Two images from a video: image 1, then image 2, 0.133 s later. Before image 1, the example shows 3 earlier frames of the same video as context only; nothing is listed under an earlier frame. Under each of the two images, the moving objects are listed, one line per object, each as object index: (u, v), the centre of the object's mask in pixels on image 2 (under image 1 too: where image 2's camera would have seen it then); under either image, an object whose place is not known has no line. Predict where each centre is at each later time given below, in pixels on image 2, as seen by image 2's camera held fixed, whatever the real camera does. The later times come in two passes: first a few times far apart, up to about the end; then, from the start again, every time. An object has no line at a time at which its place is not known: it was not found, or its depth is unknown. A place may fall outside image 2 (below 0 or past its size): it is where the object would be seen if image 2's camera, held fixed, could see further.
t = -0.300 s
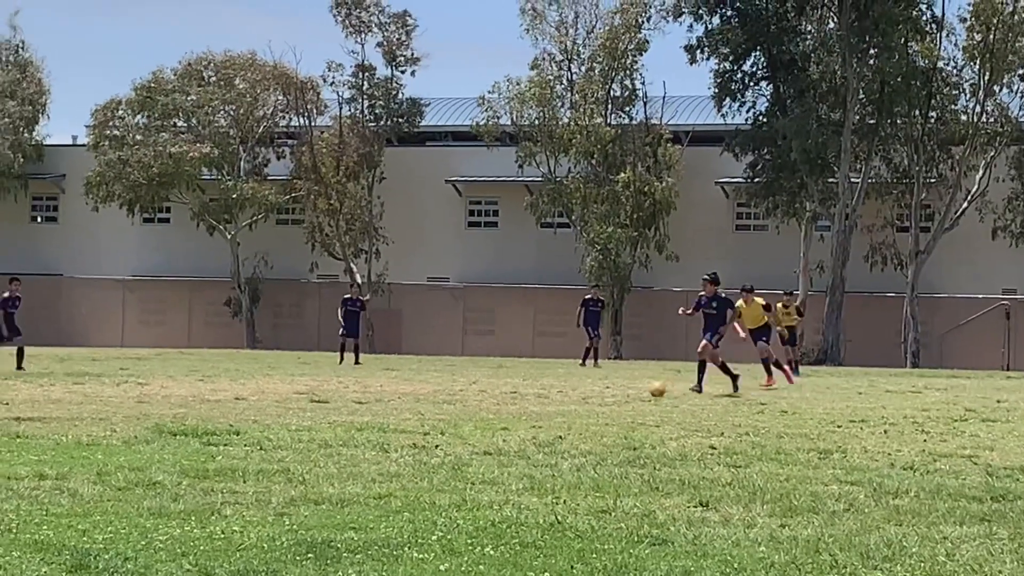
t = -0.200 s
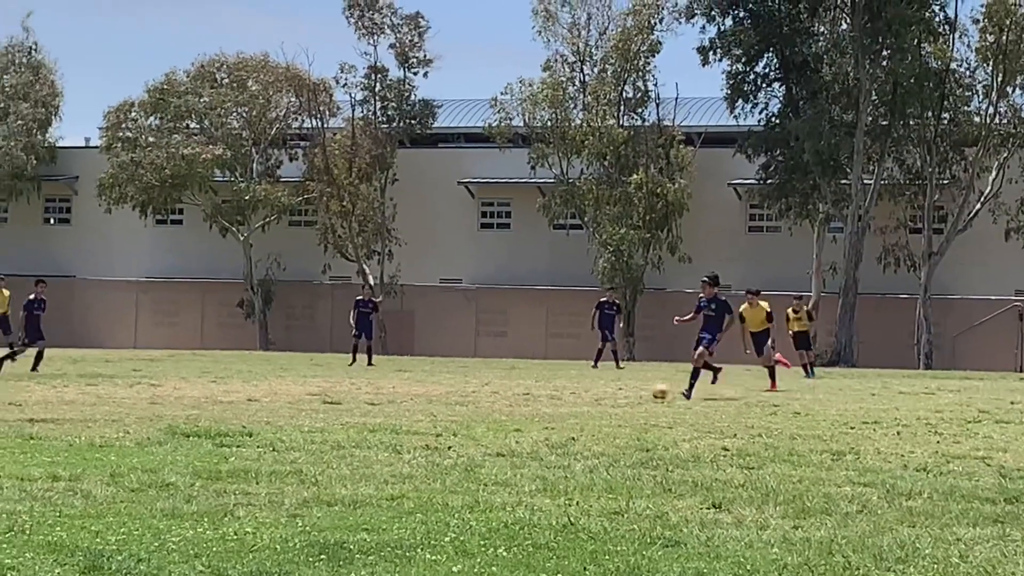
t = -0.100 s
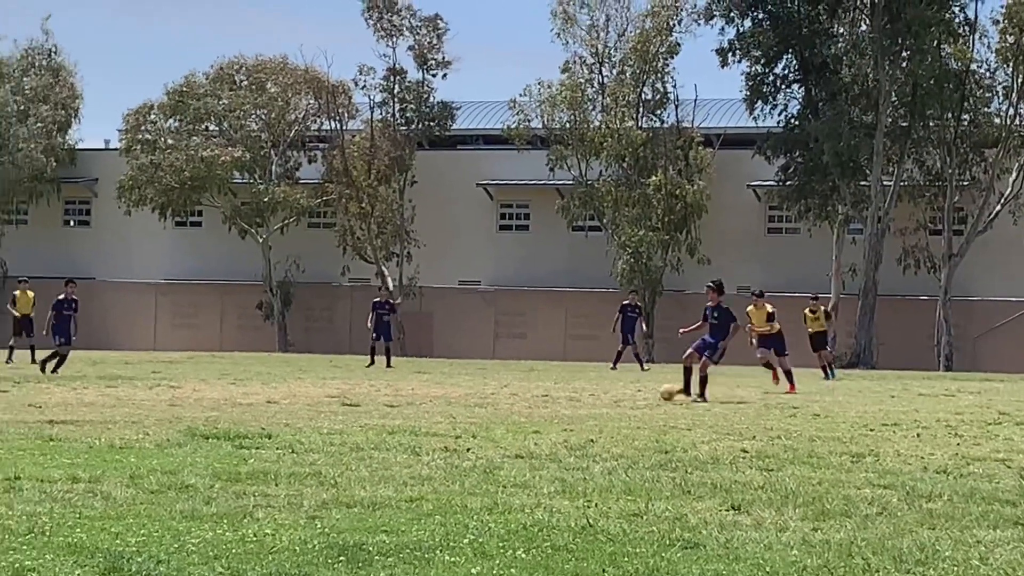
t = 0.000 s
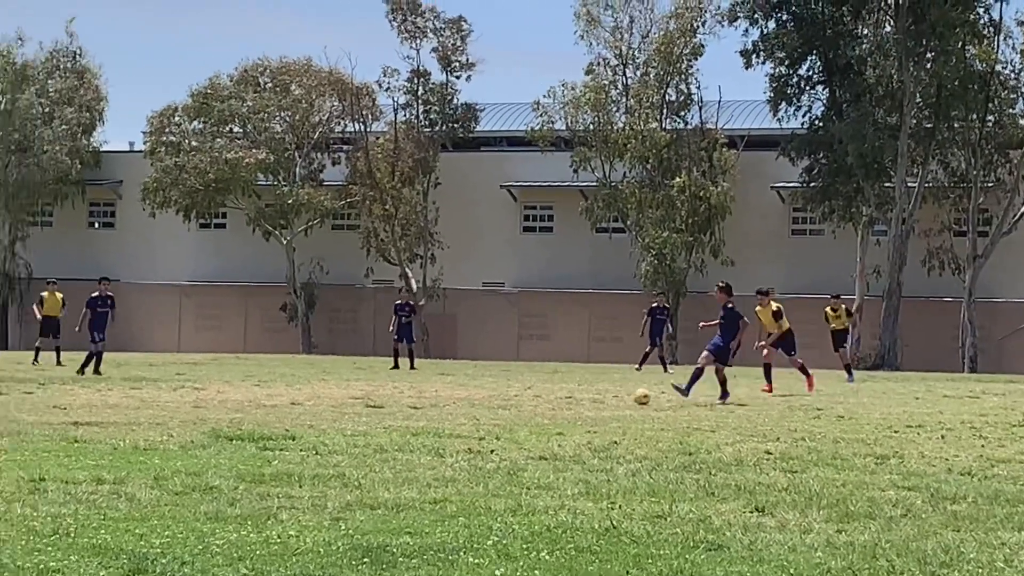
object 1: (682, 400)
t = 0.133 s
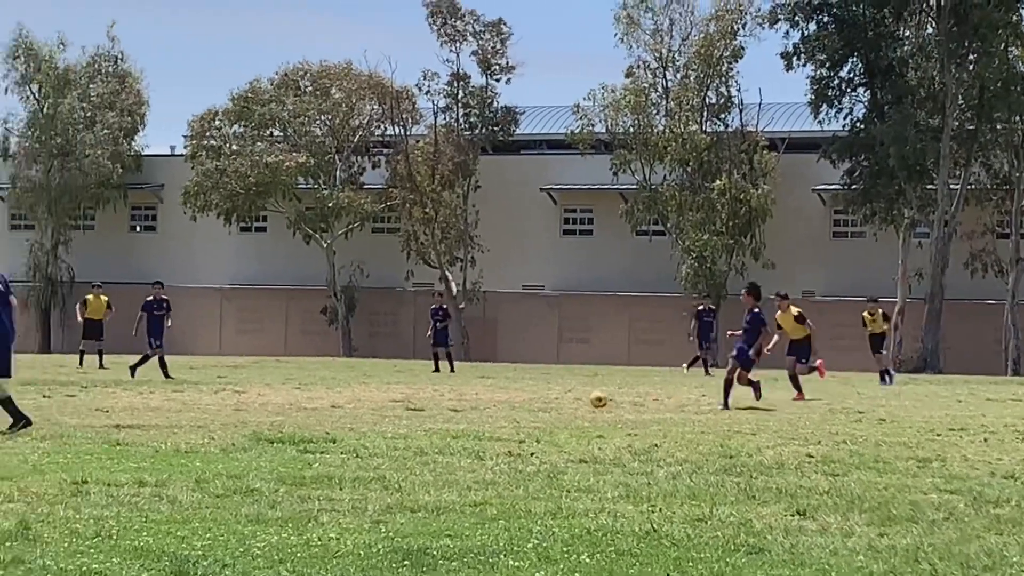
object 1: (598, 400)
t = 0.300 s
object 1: (492, 404)
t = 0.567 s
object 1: (331, 396)
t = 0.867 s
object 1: (147, 390)
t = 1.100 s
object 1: (-7, 409)
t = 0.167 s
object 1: (578, 399)
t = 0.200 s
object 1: (557, 399)
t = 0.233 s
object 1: (535, 399)
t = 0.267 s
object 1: (514, 402)
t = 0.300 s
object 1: (492, 404)
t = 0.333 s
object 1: (472, 400)
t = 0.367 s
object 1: (454, 396)
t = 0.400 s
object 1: (434, 393)
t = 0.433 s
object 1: (413, 392)
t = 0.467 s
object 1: (393, 391)
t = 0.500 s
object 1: (372, 392)
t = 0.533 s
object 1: (350, 393)
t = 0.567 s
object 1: (331, 396)
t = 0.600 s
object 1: (308, 401)
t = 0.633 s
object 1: (285, 407)
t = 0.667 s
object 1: (265, 408)
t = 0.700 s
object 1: (247, 400)
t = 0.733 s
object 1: (227, 396)
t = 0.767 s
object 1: (208, 393)
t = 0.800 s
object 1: (188, 390)
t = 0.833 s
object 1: (168, 390)
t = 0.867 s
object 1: (147, 390)
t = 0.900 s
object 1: (126, 391)
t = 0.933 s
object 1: (105, 394)
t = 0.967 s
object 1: (84, 399)
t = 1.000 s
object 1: (61, 405)
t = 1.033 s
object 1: (38, 412)
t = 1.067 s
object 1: (16, 414)
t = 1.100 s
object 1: (-7, 409)
